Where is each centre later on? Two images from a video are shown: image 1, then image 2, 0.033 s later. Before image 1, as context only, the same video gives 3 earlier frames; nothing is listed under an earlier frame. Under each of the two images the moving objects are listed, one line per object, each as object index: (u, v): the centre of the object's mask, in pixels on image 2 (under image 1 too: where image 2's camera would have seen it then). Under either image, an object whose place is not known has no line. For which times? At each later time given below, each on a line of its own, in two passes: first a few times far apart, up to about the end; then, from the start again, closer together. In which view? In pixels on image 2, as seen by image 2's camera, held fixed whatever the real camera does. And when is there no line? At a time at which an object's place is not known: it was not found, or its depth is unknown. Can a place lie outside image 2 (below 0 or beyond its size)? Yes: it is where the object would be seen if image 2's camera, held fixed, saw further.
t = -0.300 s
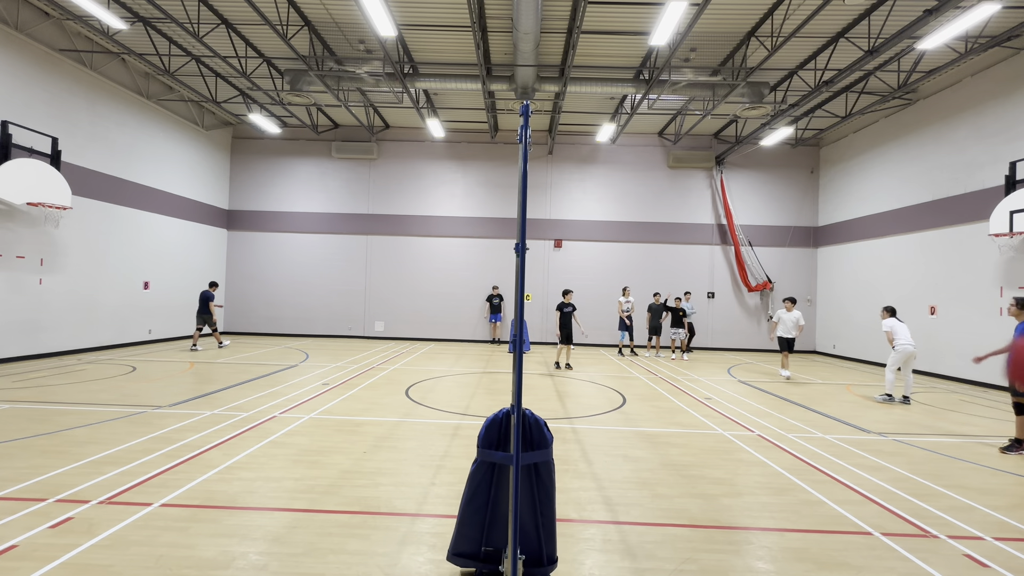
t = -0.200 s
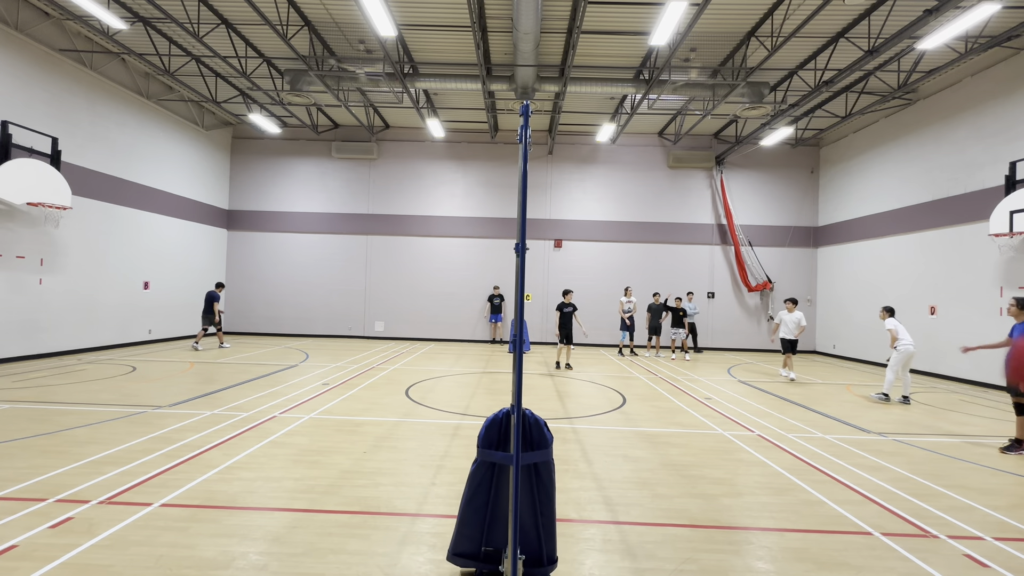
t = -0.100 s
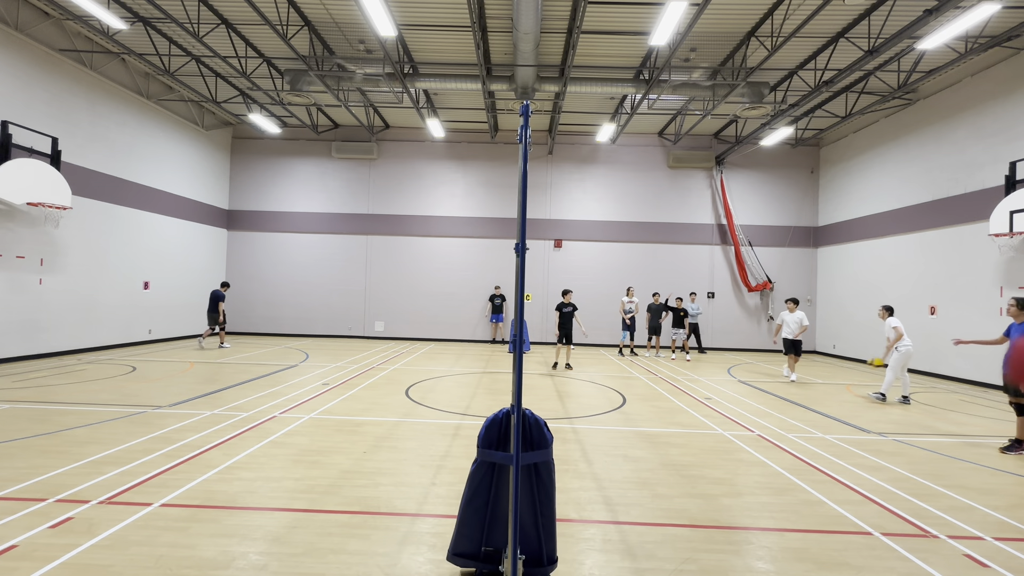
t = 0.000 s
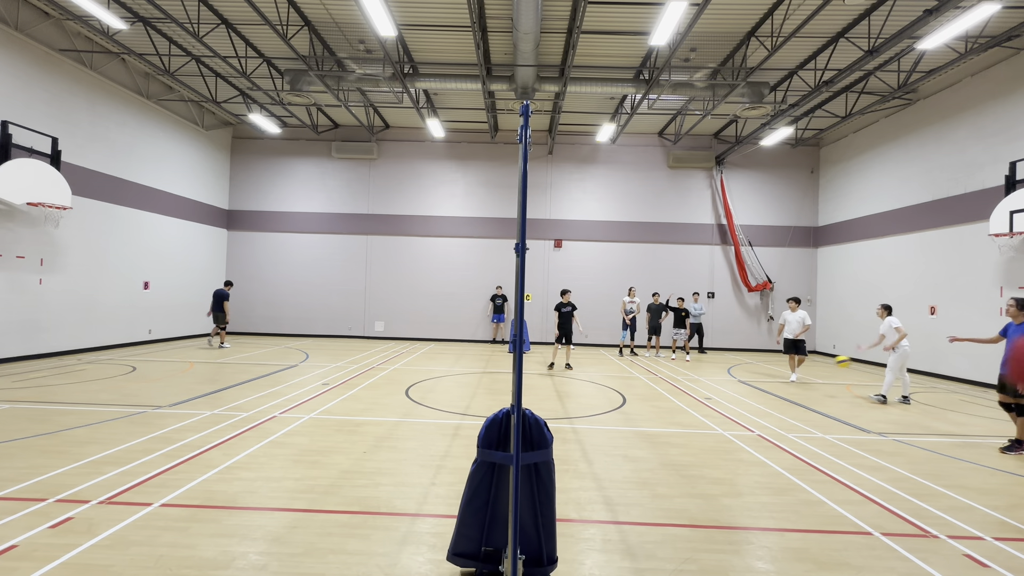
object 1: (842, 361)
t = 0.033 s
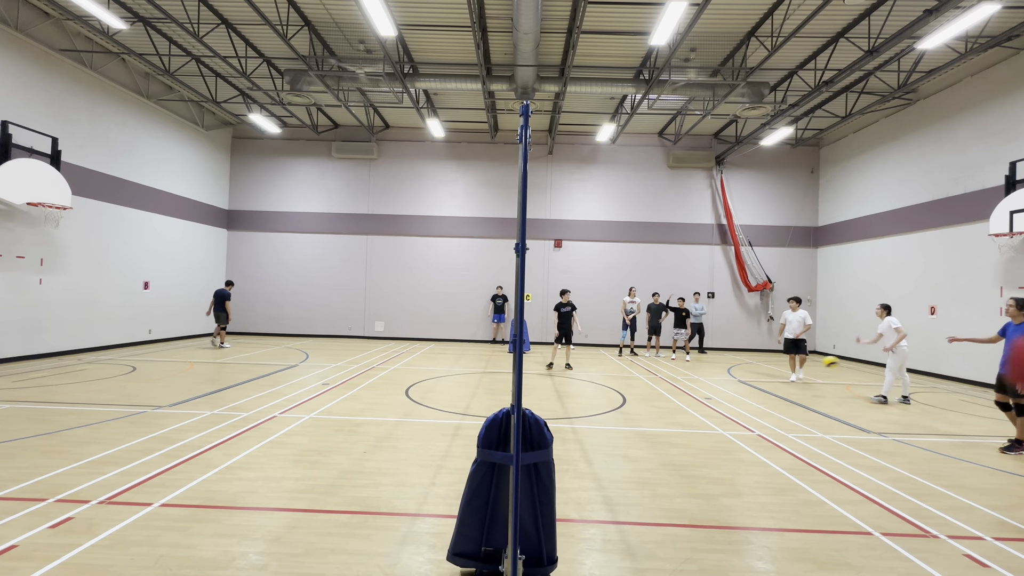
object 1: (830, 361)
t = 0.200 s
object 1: (769, 373)
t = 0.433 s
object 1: (695, 375)
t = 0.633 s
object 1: (643, 367)
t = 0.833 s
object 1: (589, 382)
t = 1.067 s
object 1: (528, 373)
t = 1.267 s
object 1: (474, 378)
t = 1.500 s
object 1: (411, 376)
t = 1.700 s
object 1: (358, 380)
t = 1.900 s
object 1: (303, 377)
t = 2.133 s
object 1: (239, 385)
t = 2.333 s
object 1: (185, 381)
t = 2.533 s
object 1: (131, 378)
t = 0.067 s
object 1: (818, 362)
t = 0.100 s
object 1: (806, 364)
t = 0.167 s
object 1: (782, 369)
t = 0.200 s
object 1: (769, 373)
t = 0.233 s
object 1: (758, 375)
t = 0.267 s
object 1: (744, 381)
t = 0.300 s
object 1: (733, 386)
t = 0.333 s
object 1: (721, 390)
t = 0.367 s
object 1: (713, 384)
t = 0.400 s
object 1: (703, 380)
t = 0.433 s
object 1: (695, 375)
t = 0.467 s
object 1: (686, 373)
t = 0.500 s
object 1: (678, 370)
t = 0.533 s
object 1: (669, 368)
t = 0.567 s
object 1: (660, 367)
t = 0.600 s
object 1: (651, 366)
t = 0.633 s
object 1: (643, 367)
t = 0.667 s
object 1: (633, 367)
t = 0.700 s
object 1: (625, 369)
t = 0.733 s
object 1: (616, 371)
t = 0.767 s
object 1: (608, 374)
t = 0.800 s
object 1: (598, 378)
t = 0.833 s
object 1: (589, 382)
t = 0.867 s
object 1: (581, 387)
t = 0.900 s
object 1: (572, 388)
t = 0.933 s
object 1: (563, 383)
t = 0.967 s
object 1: (554, 380)
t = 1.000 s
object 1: (545, 375)
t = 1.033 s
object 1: (536, 374)
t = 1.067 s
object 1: (528, 373)
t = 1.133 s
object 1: (508, 371)
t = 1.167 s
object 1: (501, 372)
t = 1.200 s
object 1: (492, 373)
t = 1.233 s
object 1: (483, 376)
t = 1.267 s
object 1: (474, 378)
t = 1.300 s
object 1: (465, 381)
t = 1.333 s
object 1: (456, 385)
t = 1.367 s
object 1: (446, 389)
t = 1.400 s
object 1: (437, 384)
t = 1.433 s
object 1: (429, 380)
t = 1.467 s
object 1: (420, 378)
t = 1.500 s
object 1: (411, 376)
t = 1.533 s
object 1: (403, 375)
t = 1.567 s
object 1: (394, 375)
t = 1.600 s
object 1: (384, 374)
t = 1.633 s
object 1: (376, 376)
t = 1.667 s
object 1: (366, 378)
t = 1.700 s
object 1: (358, 380)
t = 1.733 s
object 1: (348, 383)
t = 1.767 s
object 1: (340, 387)
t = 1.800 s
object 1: (330, 384)
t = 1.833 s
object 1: (321, 382)
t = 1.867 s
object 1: (312, 379)
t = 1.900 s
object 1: (303, 377)
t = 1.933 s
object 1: (294, 377)
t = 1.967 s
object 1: (285, 377)
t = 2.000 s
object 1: (276, 378)
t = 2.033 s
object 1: (267, 379)
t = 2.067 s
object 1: (258, 382)
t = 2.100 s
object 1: (249, 386)
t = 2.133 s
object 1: (239, 385)
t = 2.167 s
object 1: (231, 382)
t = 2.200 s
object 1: (221, 380)
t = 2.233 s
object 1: (213, 379)
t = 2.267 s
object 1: (203, 379)
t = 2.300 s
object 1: (194, 379)
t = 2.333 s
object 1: (185, 381)
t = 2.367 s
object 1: (176, 383)
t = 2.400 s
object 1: (167, 385)
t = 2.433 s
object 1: (158, 383)
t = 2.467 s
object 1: (149, 380)
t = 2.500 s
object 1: (140, 379)
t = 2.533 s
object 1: (131, 378)
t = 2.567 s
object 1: (122, 378)
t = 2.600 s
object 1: (113, 379)
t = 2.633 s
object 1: (104, 381)
